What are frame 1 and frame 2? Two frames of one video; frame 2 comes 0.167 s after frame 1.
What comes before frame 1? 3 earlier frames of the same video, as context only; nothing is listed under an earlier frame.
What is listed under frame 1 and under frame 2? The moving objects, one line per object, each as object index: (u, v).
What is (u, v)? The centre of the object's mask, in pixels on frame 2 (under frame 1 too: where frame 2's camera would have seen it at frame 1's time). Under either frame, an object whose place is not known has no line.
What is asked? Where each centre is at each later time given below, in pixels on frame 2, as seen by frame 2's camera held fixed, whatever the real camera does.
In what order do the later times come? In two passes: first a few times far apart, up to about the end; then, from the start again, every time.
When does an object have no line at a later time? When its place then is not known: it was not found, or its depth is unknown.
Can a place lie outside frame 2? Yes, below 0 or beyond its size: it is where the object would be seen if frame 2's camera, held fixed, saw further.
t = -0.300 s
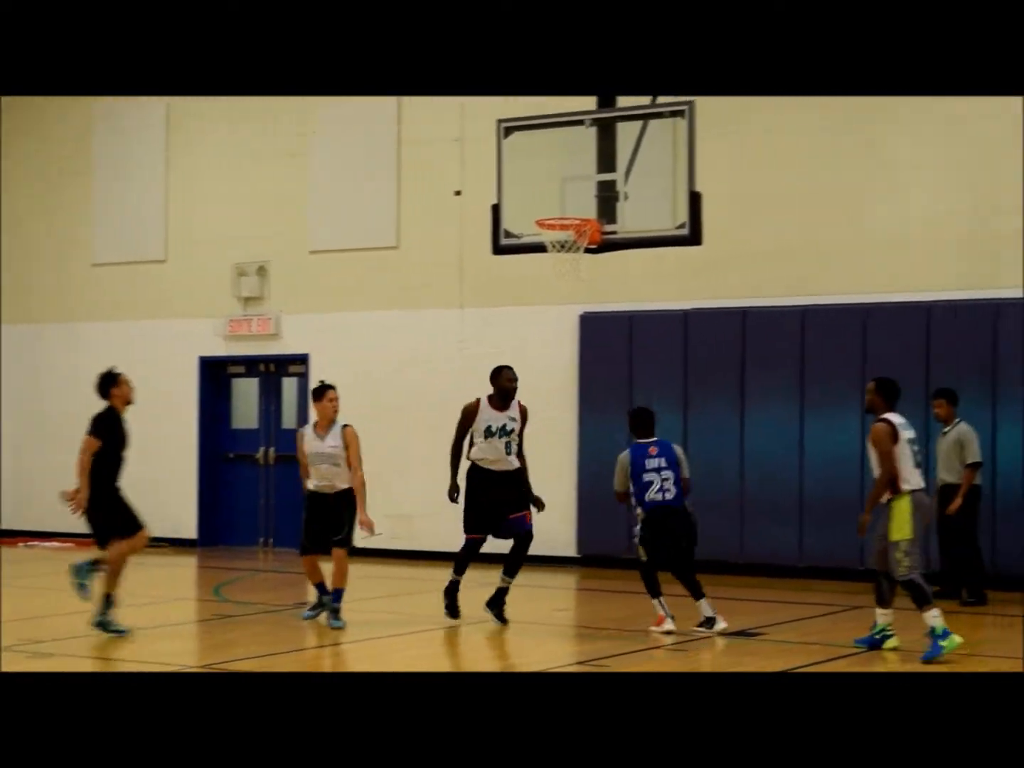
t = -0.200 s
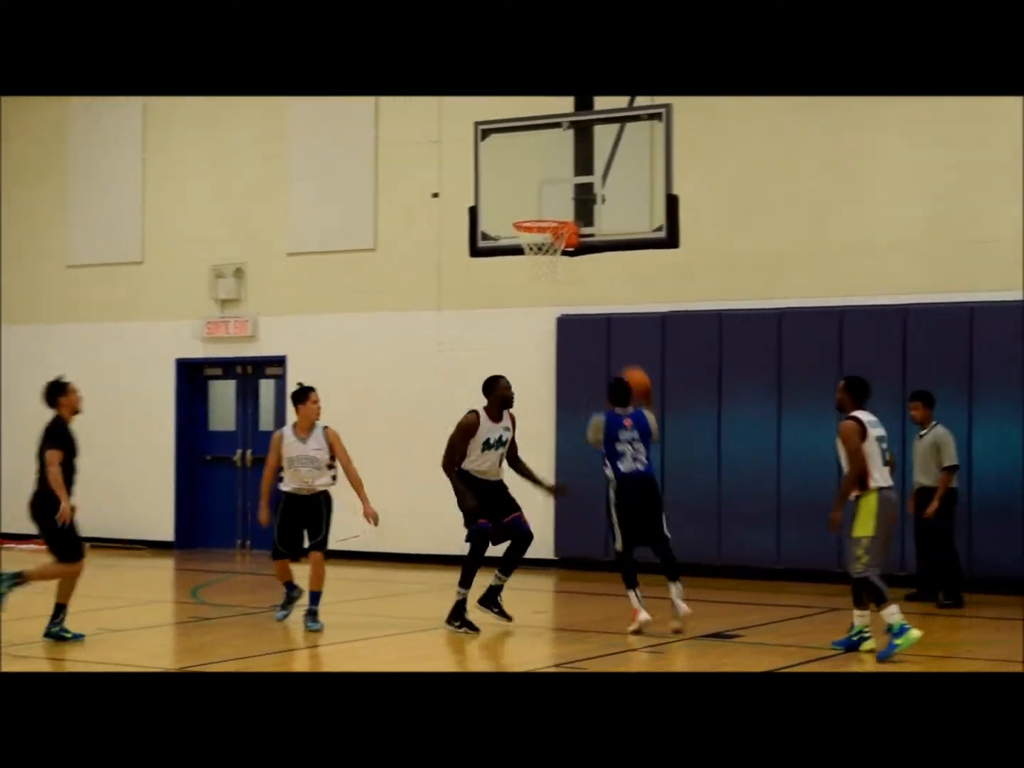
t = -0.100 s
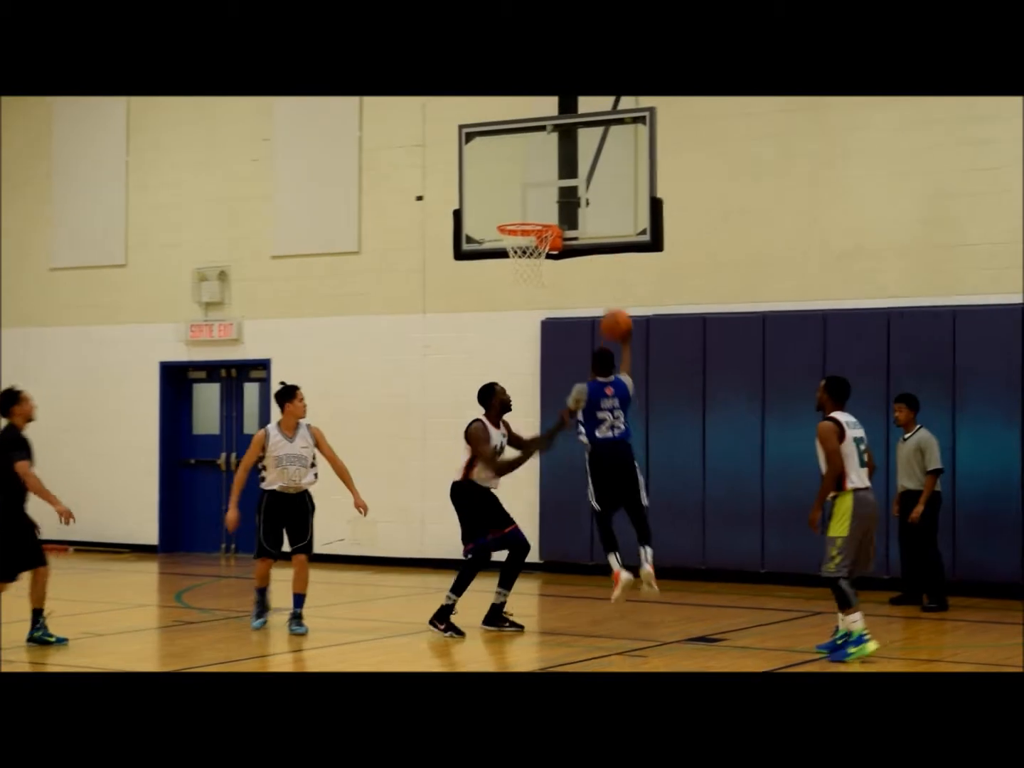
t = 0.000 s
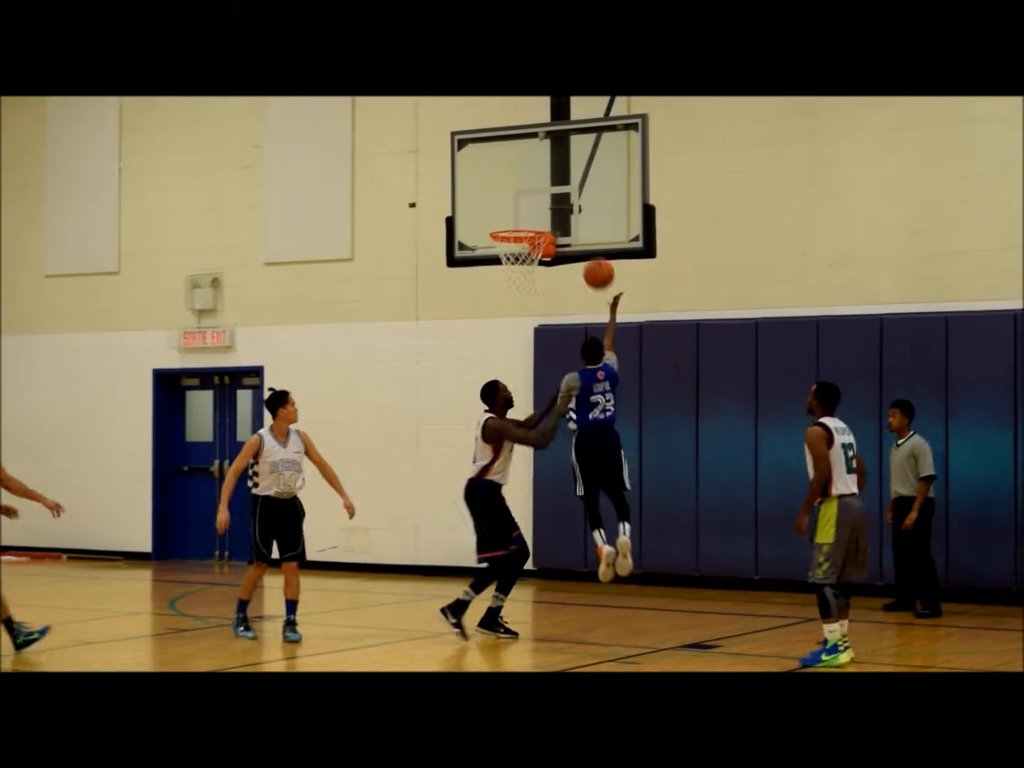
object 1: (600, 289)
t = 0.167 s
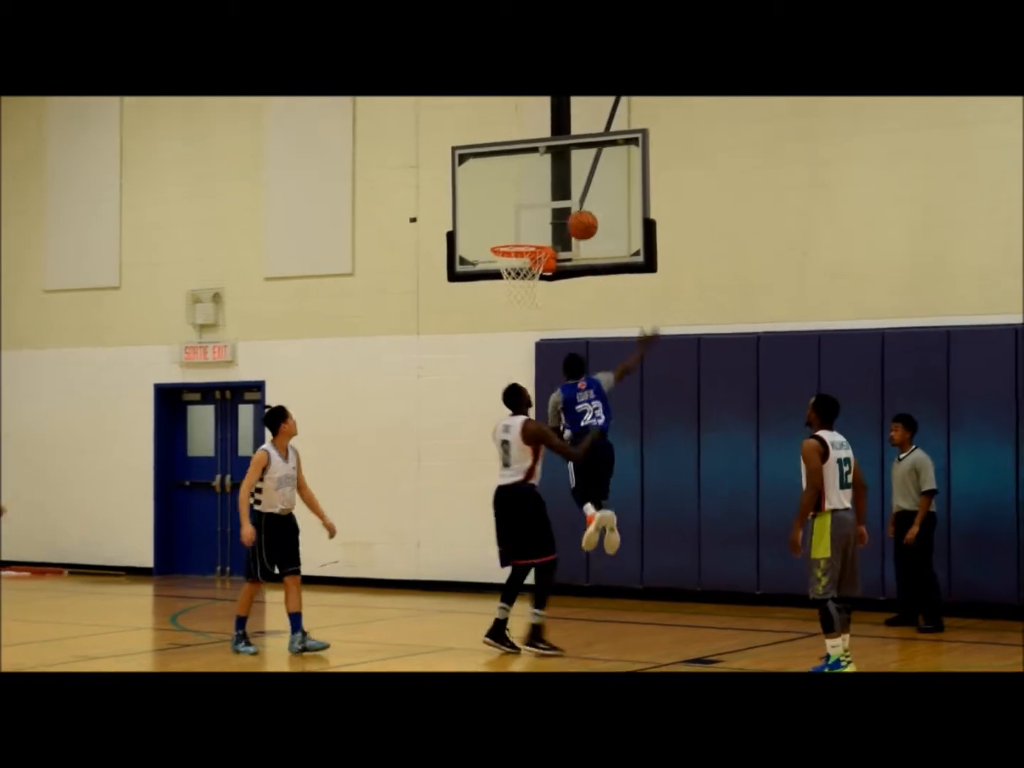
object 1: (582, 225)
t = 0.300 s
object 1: (565, 202)
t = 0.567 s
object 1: (517, 227)
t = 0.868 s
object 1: (517, 270)
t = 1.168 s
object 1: (510, 319)
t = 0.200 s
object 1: (579, 217)
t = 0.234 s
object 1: (576, 210)
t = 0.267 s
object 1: (570, 206)
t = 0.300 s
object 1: (565, 202)
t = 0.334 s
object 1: (558, 201)
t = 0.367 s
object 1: (553, 201)
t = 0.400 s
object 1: (546, 201)
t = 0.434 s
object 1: (541, 203)
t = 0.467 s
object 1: (535, 207)
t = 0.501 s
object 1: (529, 213)
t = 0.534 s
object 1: (523, 219)
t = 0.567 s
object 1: (517, 227)
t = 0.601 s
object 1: (510, 234)
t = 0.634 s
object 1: (513, 236)
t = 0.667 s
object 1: (519, 237)
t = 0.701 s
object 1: (524, 246)
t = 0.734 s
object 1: (527, 252)
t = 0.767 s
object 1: (526, 254)
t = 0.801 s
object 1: (525, 257)
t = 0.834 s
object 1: (522, 260)
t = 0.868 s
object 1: (517, 270)
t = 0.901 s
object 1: (515, 274)
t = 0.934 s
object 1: (512, 280)
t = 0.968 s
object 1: (512, 281)
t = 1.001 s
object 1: (511, 283)
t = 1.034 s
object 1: (510, 289)
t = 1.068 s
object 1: (510, 294)
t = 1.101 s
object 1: (510, 301)
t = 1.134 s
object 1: (510, 310)
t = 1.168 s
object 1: (510, 319)
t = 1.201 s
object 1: (509, 330)
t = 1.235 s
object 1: (509, 342)
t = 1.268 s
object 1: (509, 356)
